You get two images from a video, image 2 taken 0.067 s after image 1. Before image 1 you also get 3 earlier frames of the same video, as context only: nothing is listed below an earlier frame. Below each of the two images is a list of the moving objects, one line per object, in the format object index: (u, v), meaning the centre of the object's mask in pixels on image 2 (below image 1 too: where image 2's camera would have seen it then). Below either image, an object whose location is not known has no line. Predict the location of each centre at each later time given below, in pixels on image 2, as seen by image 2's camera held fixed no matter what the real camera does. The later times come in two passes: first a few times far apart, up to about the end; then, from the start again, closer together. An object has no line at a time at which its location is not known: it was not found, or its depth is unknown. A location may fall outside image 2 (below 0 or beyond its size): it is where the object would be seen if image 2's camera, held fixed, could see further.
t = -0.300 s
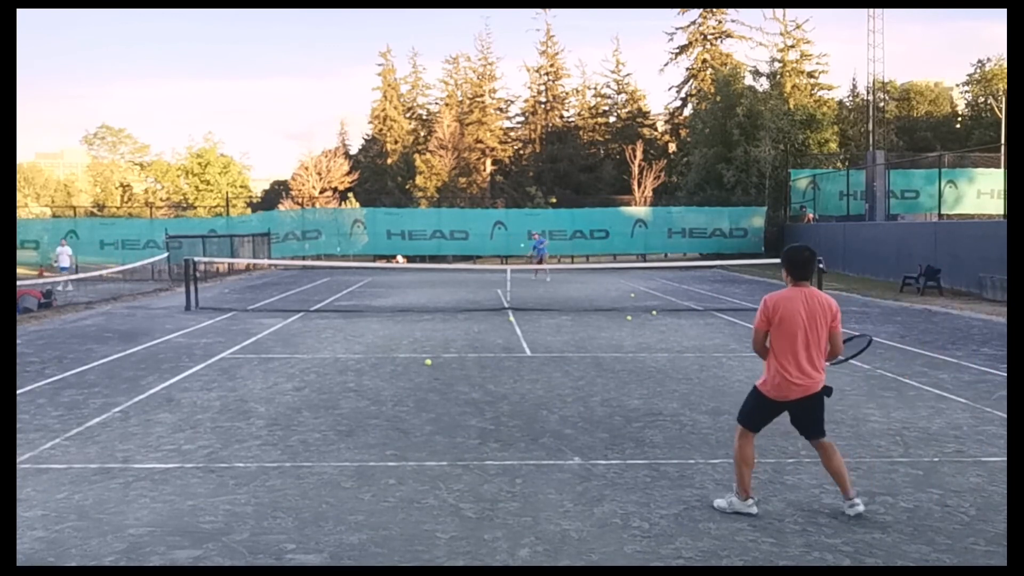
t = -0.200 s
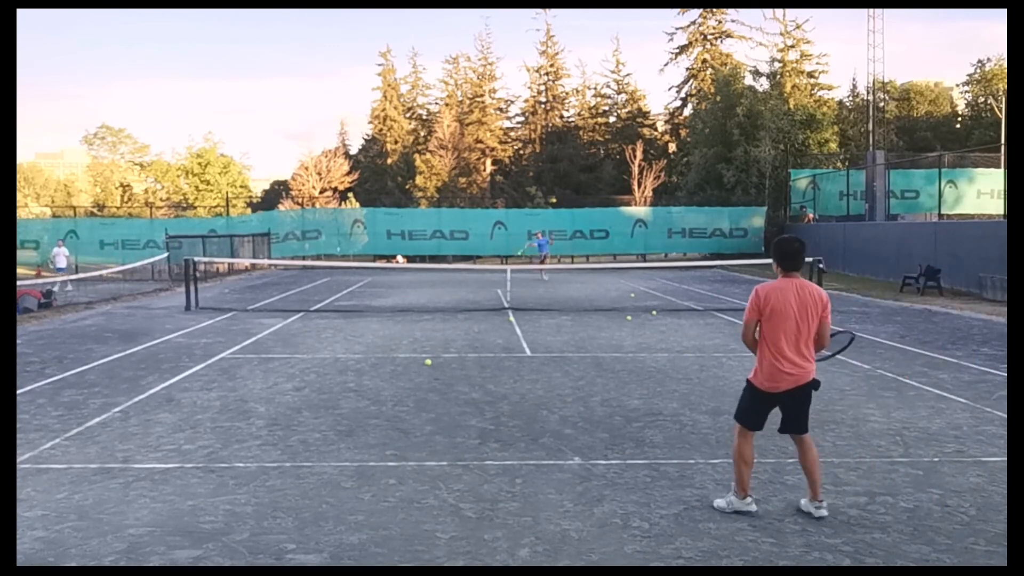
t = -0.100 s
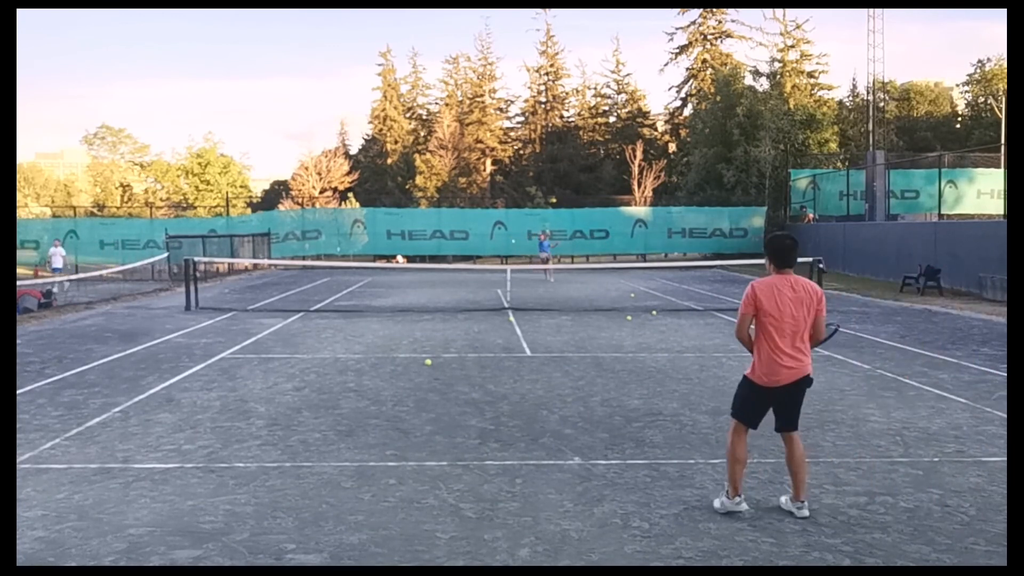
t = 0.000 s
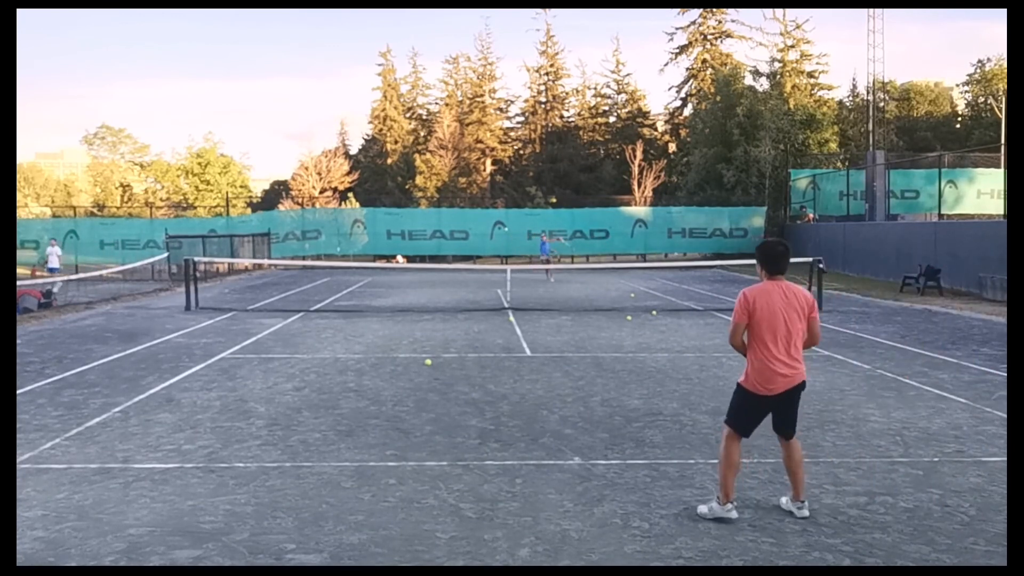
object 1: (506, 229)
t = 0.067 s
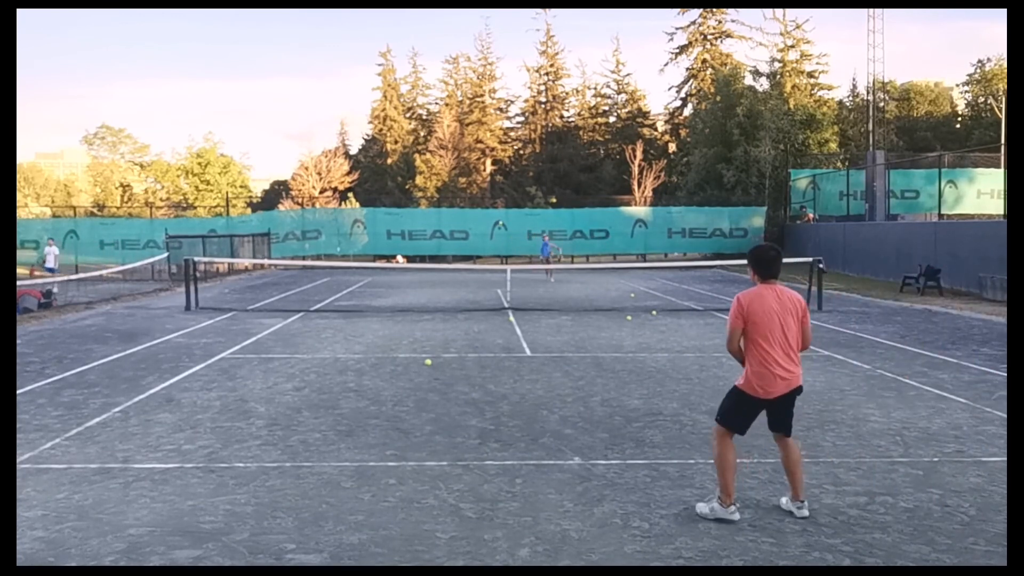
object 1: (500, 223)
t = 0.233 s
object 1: (484, 214)
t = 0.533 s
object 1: (434, 240)
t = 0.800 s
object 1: (339, 376)
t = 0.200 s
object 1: (487, 215)
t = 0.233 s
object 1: (484, 214)
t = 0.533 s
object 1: (434, 240)
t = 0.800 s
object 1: (339, 376)
